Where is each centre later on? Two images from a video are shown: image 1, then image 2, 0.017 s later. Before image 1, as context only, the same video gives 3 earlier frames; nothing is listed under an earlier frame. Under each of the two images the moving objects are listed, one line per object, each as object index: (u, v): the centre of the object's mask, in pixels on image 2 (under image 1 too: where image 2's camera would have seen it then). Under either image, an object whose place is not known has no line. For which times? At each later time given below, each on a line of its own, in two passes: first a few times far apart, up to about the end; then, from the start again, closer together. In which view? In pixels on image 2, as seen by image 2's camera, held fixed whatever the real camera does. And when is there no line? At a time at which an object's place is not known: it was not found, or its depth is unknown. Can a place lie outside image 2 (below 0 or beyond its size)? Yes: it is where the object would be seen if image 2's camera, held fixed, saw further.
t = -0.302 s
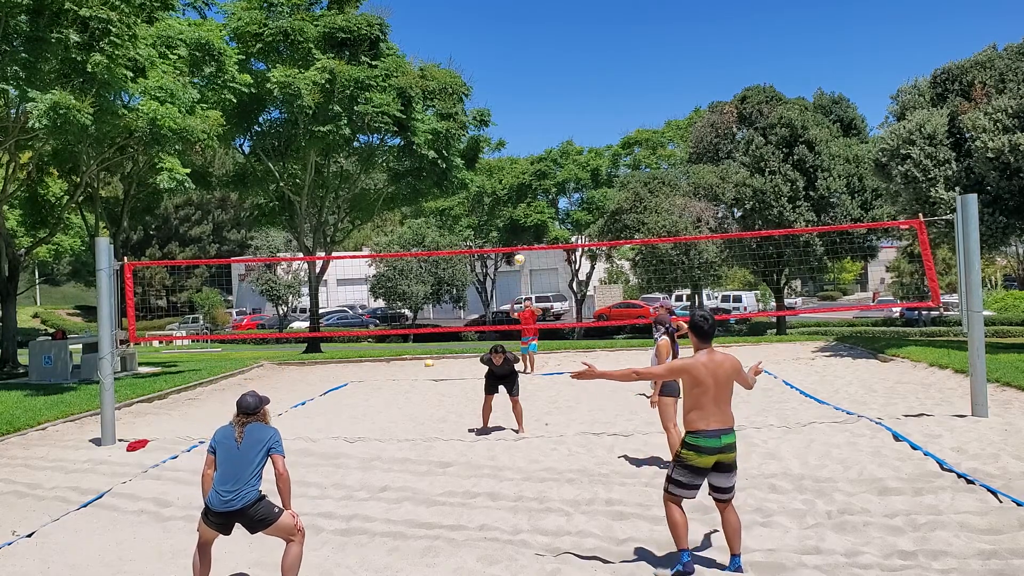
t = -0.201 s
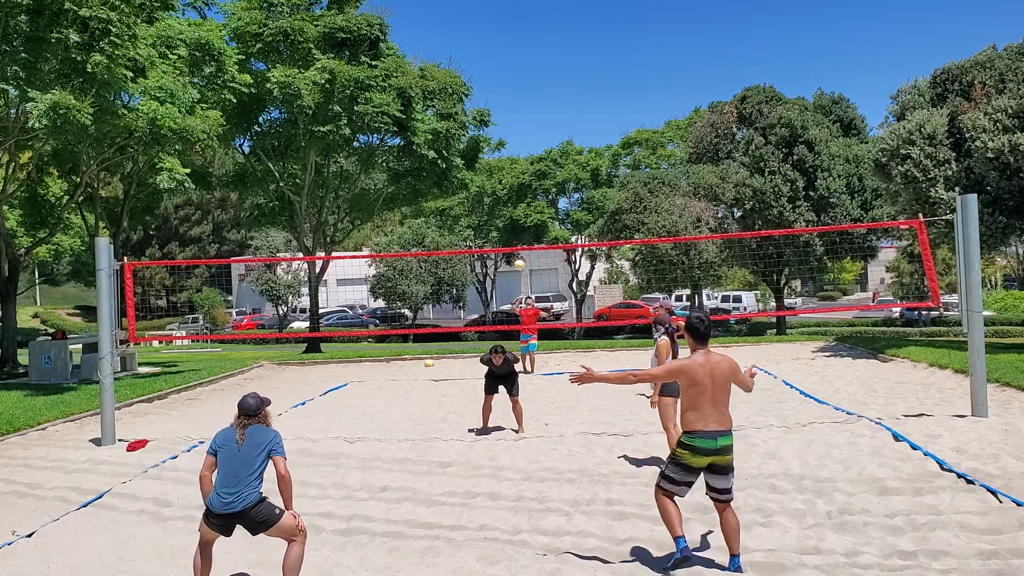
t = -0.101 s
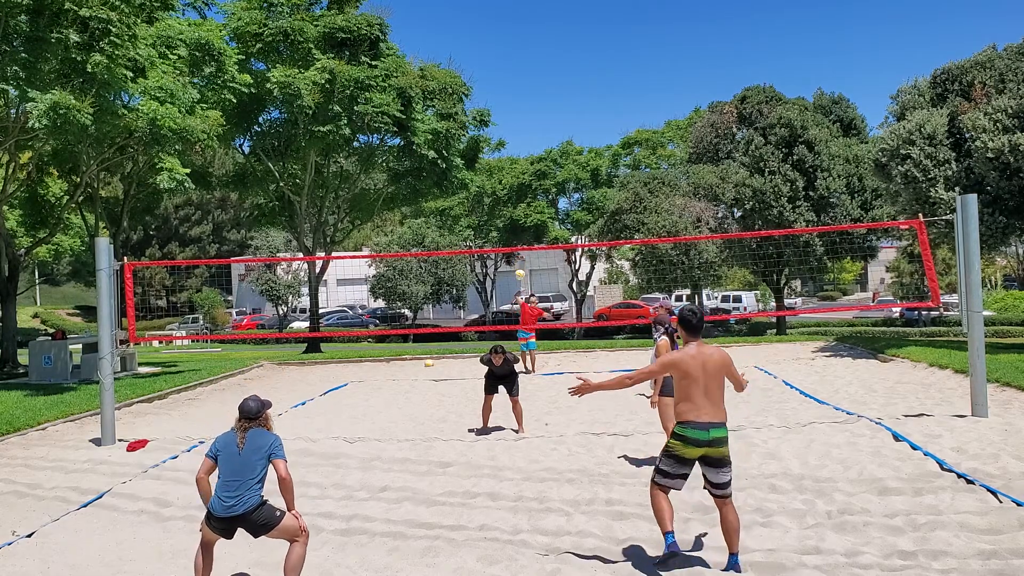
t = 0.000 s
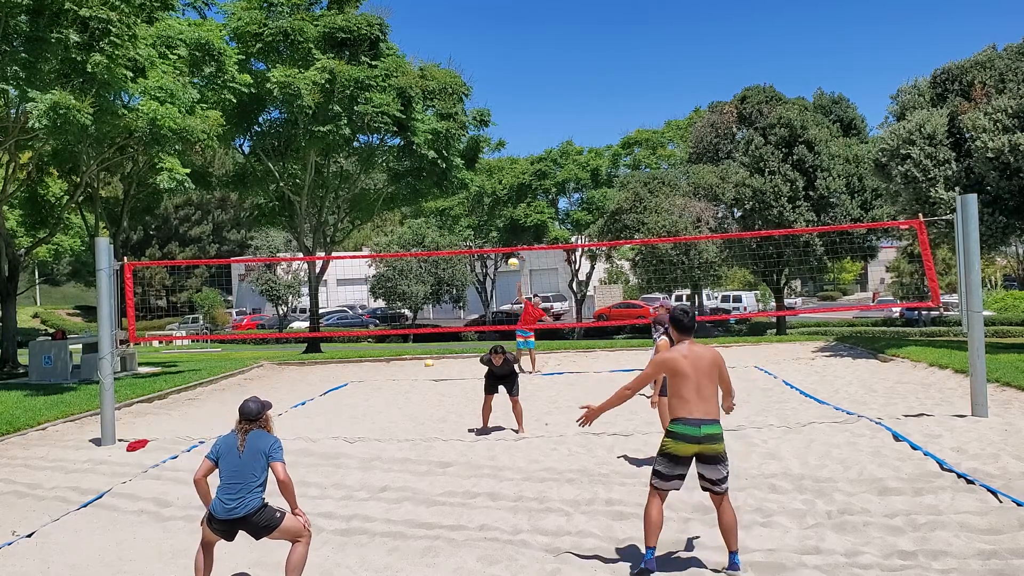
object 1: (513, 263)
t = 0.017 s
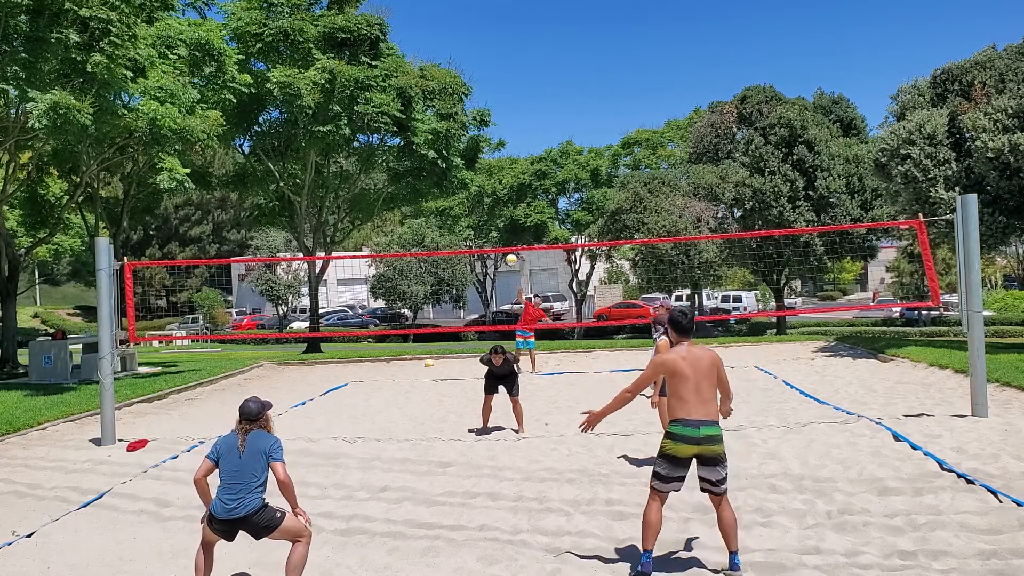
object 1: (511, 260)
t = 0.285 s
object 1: (478, 213)
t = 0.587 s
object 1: (428, 201)
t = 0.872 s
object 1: (359, 255)
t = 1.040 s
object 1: (294, 342)
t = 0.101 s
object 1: (501, 242)
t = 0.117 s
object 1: (500, 240)
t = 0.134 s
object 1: (498, 236)
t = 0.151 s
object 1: (496, 233)
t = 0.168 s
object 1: (494, 231)
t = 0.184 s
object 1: (492, 228)
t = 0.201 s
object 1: (490, 225)
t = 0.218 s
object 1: (487, 222)
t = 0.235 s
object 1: (485, 220)
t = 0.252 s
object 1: (483, 218)
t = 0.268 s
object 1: (480, 215)
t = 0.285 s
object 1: (478, 213)
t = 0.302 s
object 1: (476, 212)
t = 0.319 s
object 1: (473, 210)
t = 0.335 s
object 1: (471, 208)
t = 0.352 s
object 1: (468, 206)
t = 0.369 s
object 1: (466, 205)
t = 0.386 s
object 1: (463, 204)
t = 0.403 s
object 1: (460, 202)
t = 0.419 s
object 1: (457, 202)
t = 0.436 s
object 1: (455, 201)
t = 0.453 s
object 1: (452, 200)
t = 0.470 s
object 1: (449, 200)
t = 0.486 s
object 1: (446, 199)
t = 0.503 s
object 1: (443, 199)
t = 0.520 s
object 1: (441, 199)
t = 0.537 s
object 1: (438, 199)
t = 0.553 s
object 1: (435, 200)
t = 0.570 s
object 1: (431, 201)
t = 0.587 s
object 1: (428, 201)
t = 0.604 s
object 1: (425, 203)
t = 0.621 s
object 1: (422, 204)
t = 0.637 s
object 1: (419, 205)
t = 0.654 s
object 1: (415, 207)
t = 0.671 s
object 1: (411, 209)
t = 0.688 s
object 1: (408, 211)
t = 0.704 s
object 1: (404, 214)
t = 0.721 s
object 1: (400, 216)
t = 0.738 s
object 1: (395, 219)
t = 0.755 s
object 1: (391, 223)
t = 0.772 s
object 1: (387, 226)
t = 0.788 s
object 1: (383, 230)
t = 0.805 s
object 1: (378, 234)
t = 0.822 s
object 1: (373, 239)
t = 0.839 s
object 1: (369, 244)
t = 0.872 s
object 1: (359, 255)
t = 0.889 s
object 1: (353, 261)
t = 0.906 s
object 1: (347, 268)
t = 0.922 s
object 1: (341, 276)
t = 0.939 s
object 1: (336, 283)
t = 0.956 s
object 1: (329, 291)
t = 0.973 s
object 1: (323, 300)
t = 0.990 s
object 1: (316, 310)
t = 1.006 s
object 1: (310, 320)
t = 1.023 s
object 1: (302, 331)
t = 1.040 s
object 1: (294, 342)
